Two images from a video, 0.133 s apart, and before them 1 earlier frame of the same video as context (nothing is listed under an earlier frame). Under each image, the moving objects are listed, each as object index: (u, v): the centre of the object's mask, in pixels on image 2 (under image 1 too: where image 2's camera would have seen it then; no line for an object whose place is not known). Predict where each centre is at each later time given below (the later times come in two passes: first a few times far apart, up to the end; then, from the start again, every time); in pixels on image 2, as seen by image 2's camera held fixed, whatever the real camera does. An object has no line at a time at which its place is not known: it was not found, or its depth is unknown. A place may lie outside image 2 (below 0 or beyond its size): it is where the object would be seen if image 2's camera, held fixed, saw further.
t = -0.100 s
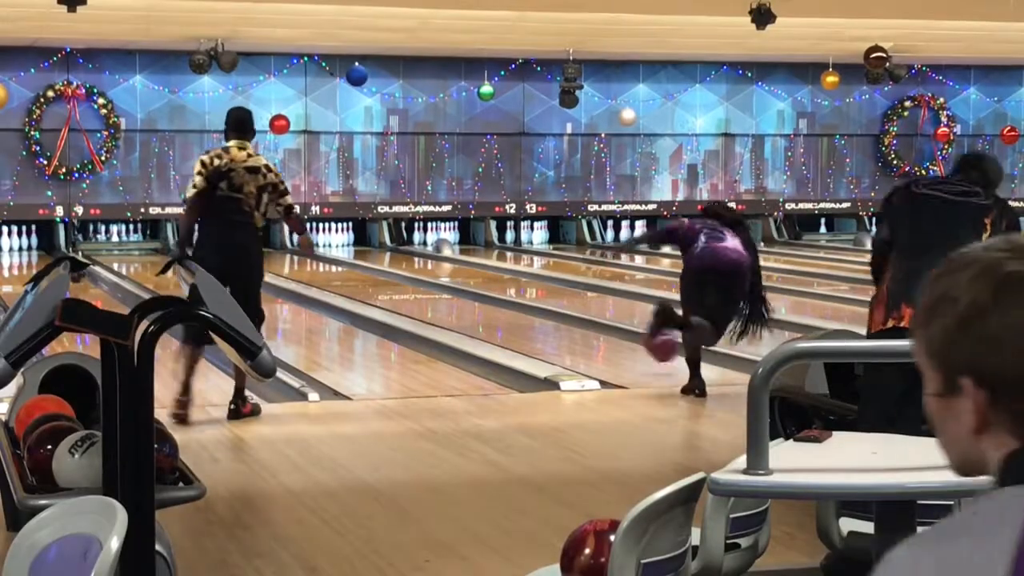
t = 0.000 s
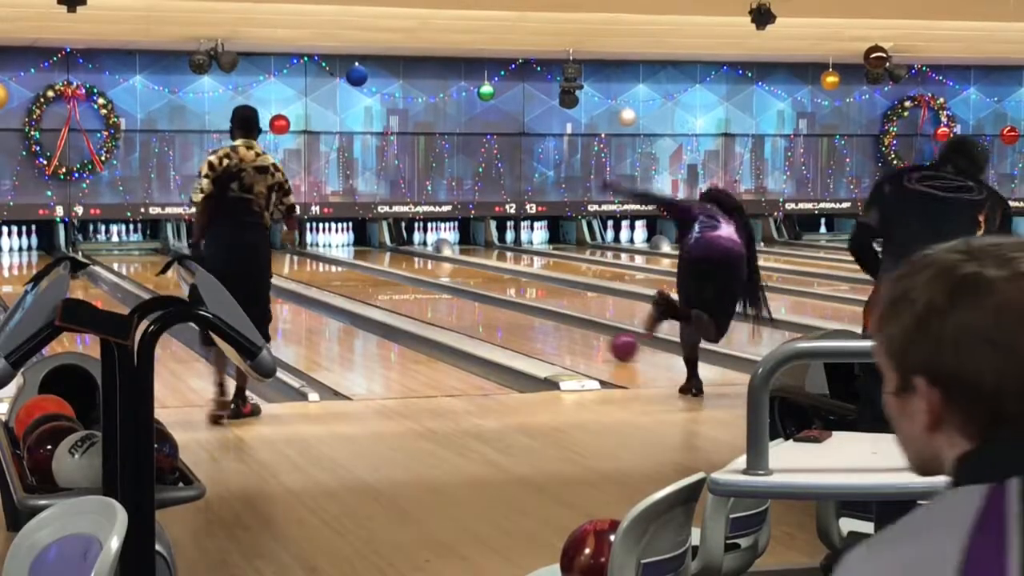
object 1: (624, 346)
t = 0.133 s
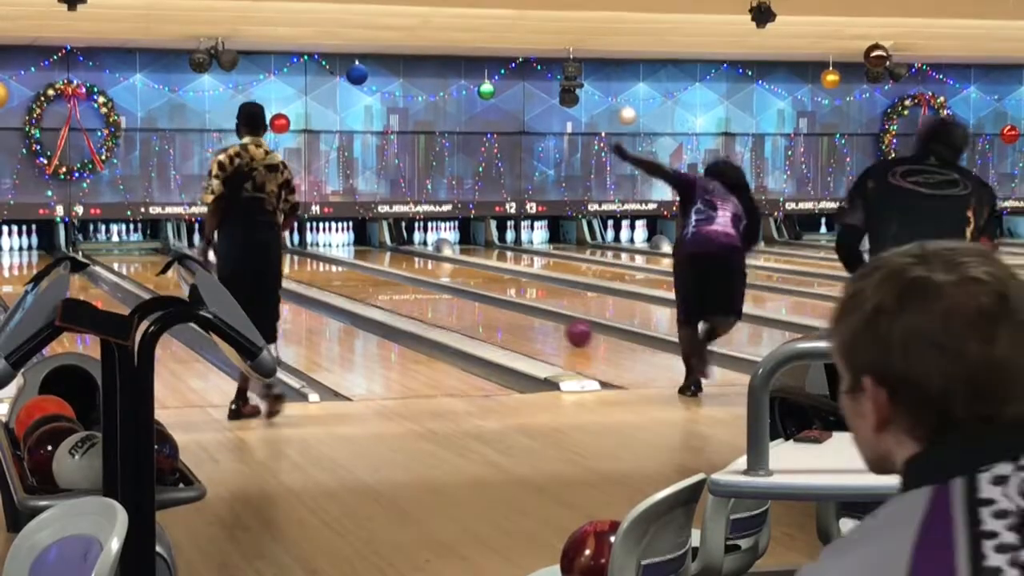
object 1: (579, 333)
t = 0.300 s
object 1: (530, 318)
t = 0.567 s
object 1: (467, 298)
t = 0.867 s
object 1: (412, 282)
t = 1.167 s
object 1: (367, 269)
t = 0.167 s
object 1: (568, 329)
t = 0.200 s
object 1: (558, 327)
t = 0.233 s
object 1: (549, 323)
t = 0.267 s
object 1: (539, 321)
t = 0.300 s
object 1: (530, 318)
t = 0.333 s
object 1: (522, 317)
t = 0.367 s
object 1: (513, 315)
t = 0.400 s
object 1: (504, 311)
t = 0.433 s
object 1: (497, 308)
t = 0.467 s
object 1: (489, 305)
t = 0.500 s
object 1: (482, 303)
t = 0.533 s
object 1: (474, 301)
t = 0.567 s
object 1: (467, 298)
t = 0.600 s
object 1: (460, 296)
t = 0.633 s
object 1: (453, 294)
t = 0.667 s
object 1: (447, 292)
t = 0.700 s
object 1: (440, 290)
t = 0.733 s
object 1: (435, 288)
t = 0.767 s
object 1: (429, 287)
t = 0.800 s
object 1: (423, 285)
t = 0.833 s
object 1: (417, 283)
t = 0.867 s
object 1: (412, 282)
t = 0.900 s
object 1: (406, 280)
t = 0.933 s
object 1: (401, 279)
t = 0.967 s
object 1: (396, 278)
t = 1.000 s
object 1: (391, 276)
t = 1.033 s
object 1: (385, 275)
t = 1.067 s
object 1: (380, 273)
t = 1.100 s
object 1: (376, 272)
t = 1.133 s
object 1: (371, 271)
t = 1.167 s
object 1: (367, 269)
